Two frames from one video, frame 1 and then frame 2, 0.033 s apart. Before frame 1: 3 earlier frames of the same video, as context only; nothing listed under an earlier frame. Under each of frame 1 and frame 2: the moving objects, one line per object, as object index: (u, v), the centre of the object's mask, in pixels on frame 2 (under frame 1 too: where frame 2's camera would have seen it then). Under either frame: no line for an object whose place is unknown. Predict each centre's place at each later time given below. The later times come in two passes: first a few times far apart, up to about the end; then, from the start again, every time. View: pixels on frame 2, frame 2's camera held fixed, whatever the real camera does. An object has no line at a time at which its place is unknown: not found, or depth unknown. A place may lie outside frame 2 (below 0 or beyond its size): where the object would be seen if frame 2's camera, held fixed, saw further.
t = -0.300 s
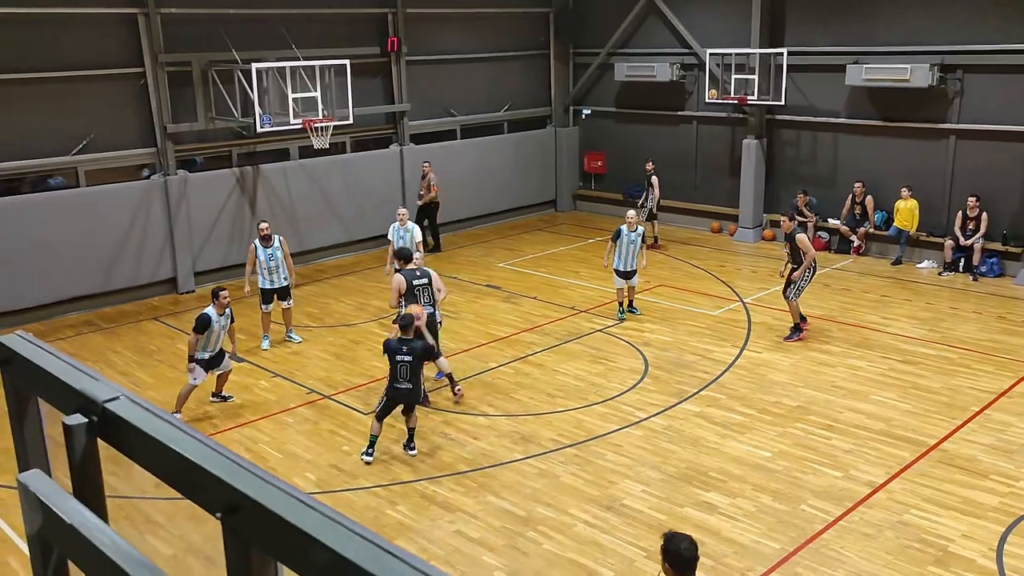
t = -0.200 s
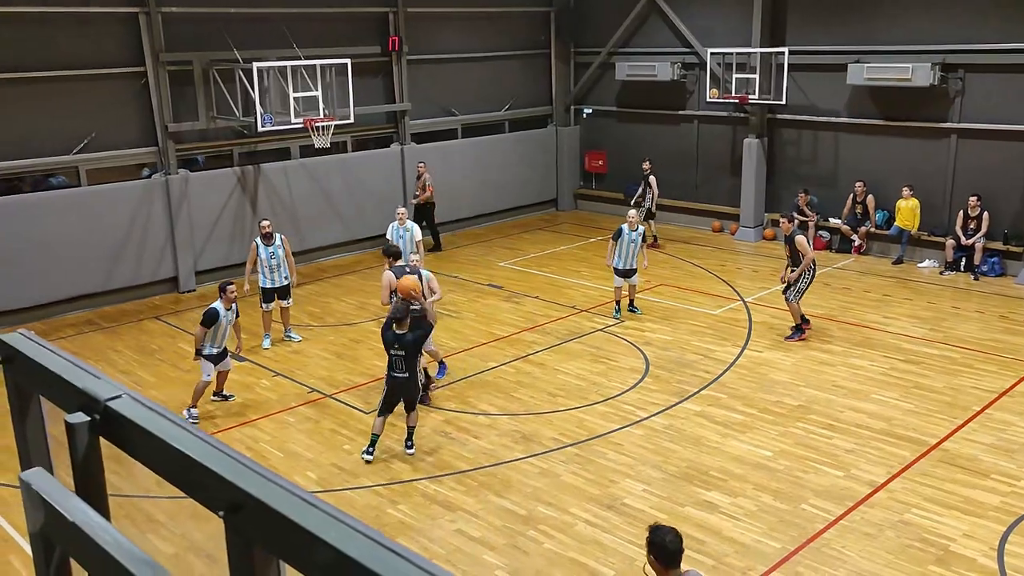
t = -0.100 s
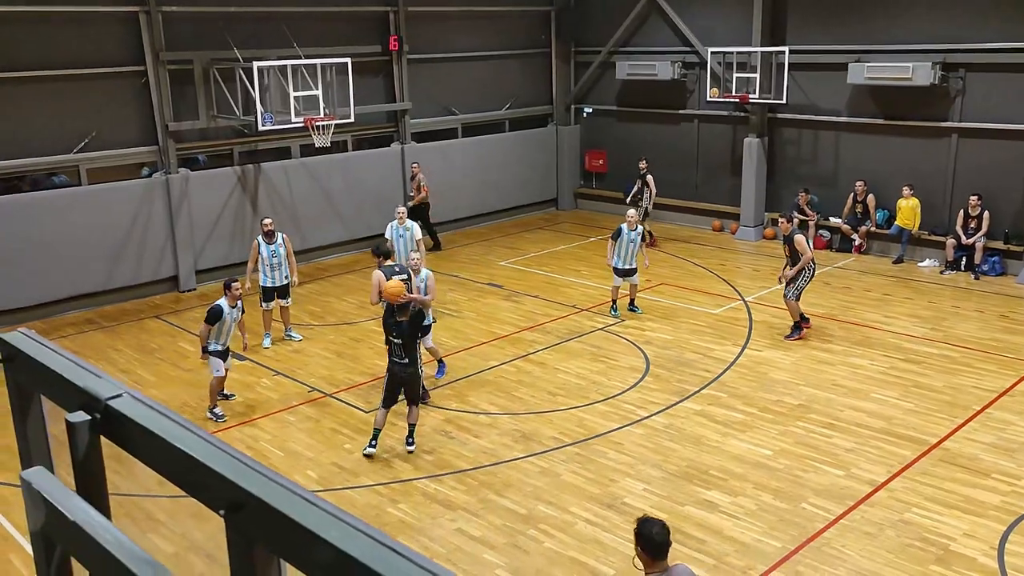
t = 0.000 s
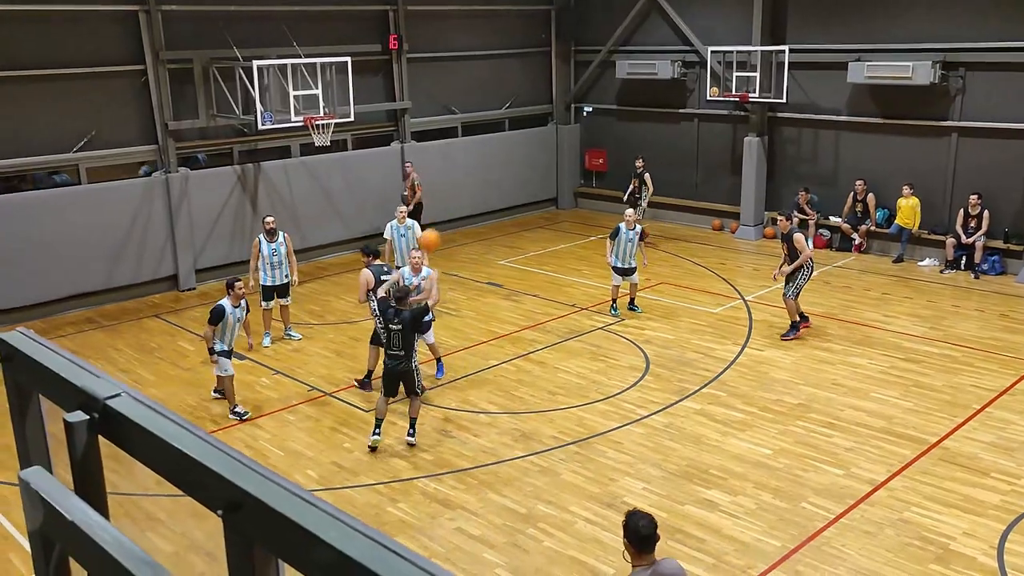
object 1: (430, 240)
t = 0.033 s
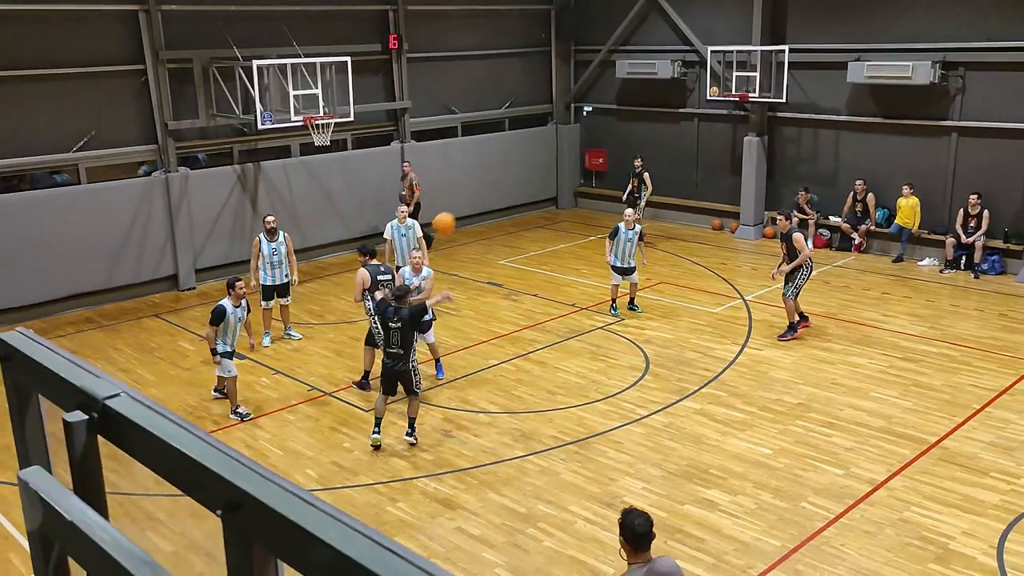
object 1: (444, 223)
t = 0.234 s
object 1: (516, 159)
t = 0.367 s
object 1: (551, 144)
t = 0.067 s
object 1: (458, 209)
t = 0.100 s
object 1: (471, 195)
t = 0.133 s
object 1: (483, 184)
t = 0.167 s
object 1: (495, 174)
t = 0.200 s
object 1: (505, 166)
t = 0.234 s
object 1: (516, 159)
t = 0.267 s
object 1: (525, 154)
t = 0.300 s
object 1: (535, 149)
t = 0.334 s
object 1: (543, 146)
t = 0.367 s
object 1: (551, 144)
